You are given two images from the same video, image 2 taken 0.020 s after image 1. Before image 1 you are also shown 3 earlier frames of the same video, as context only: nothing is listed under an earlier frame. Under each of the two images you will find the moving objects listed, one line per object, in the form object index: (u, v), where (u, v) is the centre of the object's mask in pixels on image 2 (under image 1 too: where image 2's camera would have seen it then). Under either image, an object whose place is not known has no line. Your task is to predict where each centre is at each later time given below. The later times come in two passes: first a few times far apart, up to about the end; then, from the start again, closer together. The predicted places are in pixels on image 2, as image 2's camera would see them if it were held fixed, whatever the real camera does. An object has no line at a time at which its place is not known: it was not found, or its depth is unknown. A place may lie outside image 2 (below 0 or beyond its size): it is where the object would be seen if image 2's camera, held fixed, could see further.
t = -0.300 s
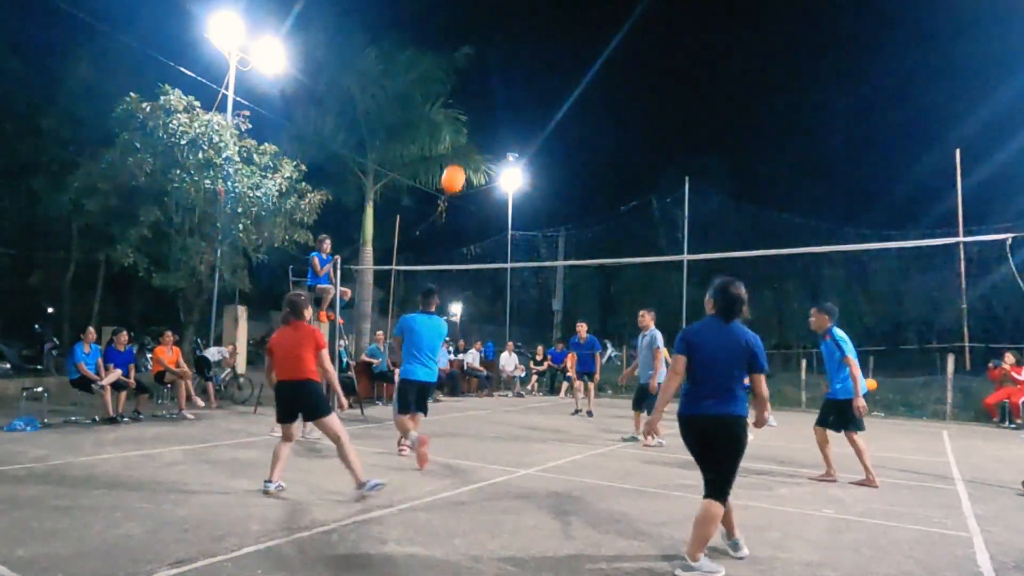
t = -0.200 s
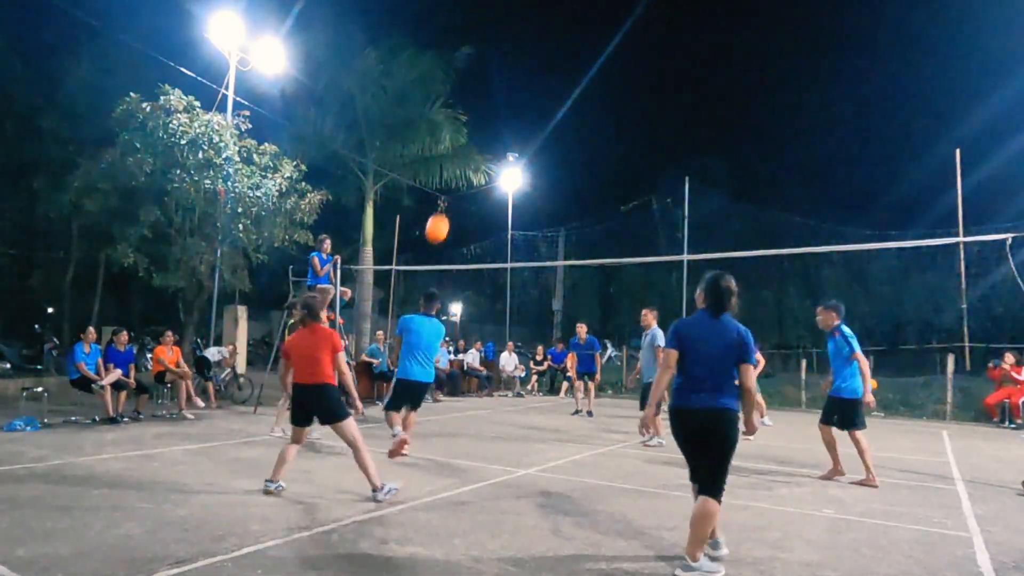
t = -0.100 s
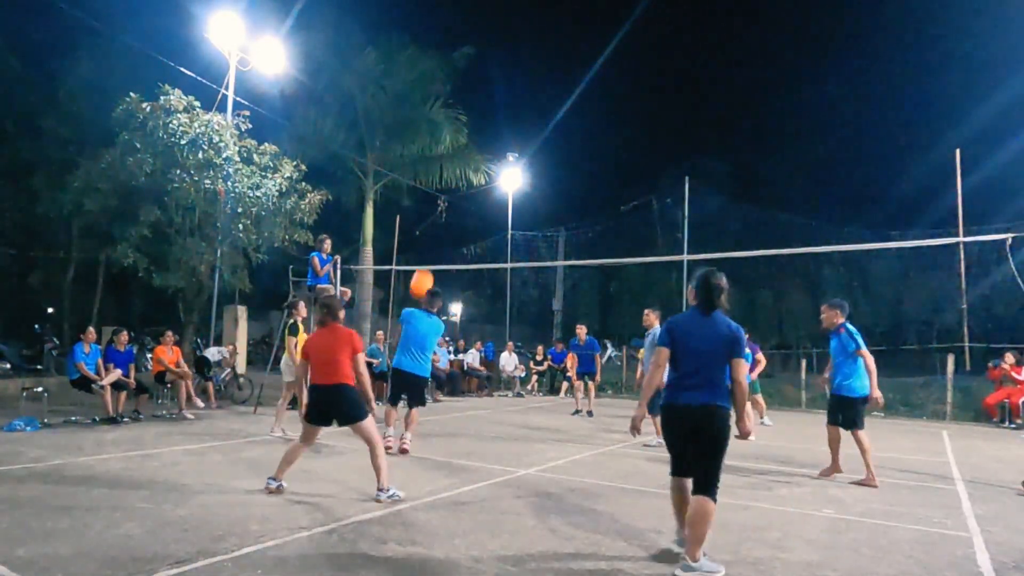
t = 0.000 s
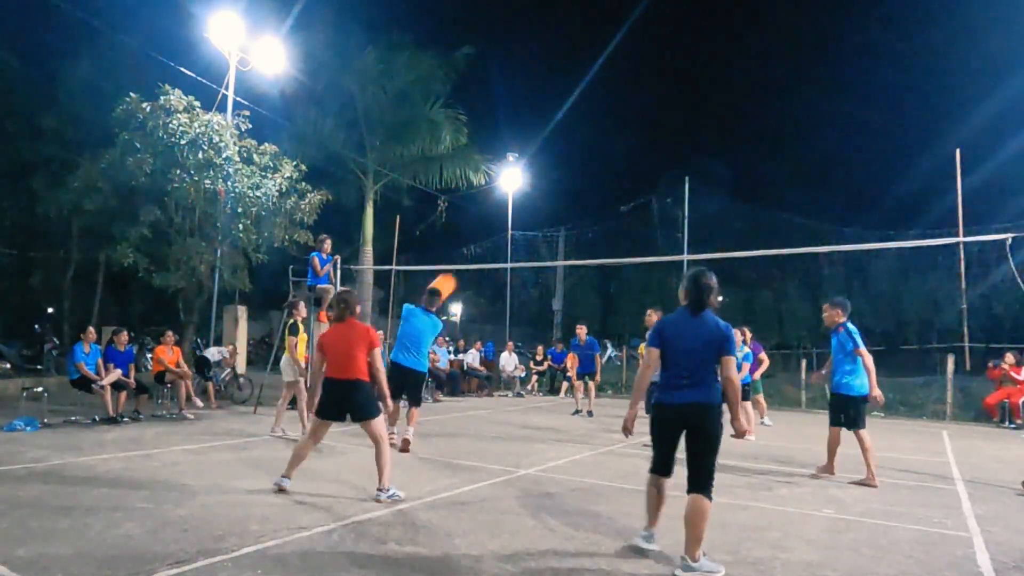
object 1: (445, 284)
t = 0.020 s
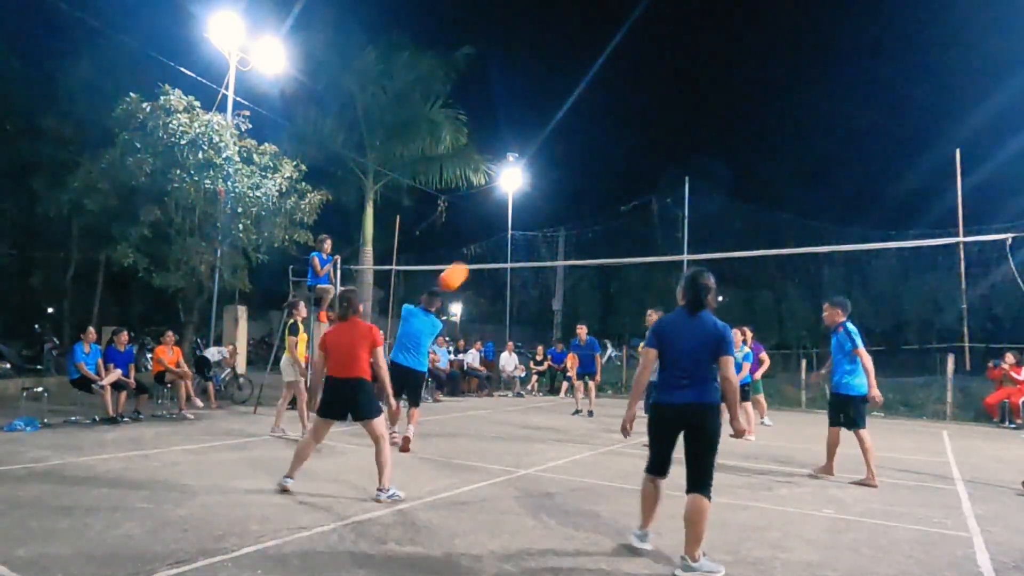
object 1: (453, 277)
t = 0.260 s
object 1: (583, 180)
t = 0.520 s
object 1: (694, 142)
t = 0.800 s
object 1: (792, 158)
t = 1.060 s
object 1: (869, 214)
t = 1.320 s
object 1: (935, 301)
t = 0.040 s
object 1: (465, 266)
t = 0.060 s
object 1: (478, 254)
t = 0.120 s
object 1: (511, 227)
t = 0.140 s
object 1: (523, 219)
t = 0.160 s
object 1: (532, 212)
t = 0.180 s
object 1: (543, 204)
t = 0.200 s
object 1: (553, 198)
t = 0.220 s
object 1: (563, 191)
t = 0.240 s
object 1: (573, 185)
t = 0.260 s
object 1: (583, 180)
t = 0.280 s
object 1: (592, 175)
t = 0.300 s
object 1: (601, 170)
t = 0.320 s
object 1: (611, 166)
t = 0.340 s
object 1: (620, 162)
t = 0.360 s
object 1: (629, 158)
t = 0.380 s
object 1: (637, 155)
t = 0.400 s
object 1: (646, 152)
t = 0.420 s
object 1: (654, 149)
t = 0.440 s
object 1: (662, 147)
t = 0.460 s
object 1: (671, 145)
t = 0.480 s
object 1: (679, 144)
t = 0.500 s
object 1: (687, 143)
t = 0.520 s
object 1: (694, 142)
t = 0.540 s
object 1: (702, 141)
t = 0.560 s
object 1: (709, 141)
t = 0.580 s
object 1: (717, 141)
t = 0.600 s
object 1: (724, 141)
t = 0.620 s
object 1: (731, 142)
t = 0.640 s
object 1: (738, 142)
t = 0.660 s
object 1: (745, 143)
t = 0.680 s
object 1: (752, 145)
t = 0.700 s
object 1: (759, 146)
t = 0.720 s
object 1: (766, 148)
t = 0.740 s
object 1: (772, 150)
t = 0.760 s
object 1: (779, 153)
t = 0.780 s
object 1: (785, 155)
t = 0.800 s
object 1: (792, 158)
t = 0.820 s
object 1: (798, 162)
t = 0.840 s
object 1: (805, 164)
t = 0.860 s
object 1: (811, 168)
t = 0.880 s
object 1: (817, 172)
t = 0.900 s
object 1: (823, 176)
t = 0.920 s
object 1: (829, 180)
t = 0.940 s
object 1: (835, 184)
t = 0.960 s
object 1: (841, 189)
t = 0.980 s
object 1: (847, 194)
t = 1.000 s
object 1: (852, 198)
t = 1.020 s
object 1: (858, 203)
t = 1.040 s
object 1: (864, 209)
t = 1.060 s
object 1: (869, 214)
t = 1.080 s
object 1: (874, 220)
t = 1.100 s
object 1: (880, 225)
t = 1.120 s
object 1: (885, 232)
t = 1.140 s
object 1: (890, 236)
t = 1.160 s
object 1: (896, 244)
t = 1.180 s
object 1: (901, 253)
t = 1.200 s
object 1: (906, 258)
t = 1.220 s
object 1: (911, 264)
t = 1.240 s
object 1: (916, 271)
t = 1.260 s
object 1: (921, 279)
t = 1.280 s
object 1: (926, 286)
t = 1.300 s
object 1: (930, 293)
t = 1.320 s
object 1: (935, 301)
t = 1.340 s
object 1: (939, 308)
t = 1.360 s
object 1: (943, 316)
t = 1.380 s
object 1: (948, 324)
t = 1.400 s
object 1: (952, 332)
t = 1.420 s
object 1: (957, 340)
